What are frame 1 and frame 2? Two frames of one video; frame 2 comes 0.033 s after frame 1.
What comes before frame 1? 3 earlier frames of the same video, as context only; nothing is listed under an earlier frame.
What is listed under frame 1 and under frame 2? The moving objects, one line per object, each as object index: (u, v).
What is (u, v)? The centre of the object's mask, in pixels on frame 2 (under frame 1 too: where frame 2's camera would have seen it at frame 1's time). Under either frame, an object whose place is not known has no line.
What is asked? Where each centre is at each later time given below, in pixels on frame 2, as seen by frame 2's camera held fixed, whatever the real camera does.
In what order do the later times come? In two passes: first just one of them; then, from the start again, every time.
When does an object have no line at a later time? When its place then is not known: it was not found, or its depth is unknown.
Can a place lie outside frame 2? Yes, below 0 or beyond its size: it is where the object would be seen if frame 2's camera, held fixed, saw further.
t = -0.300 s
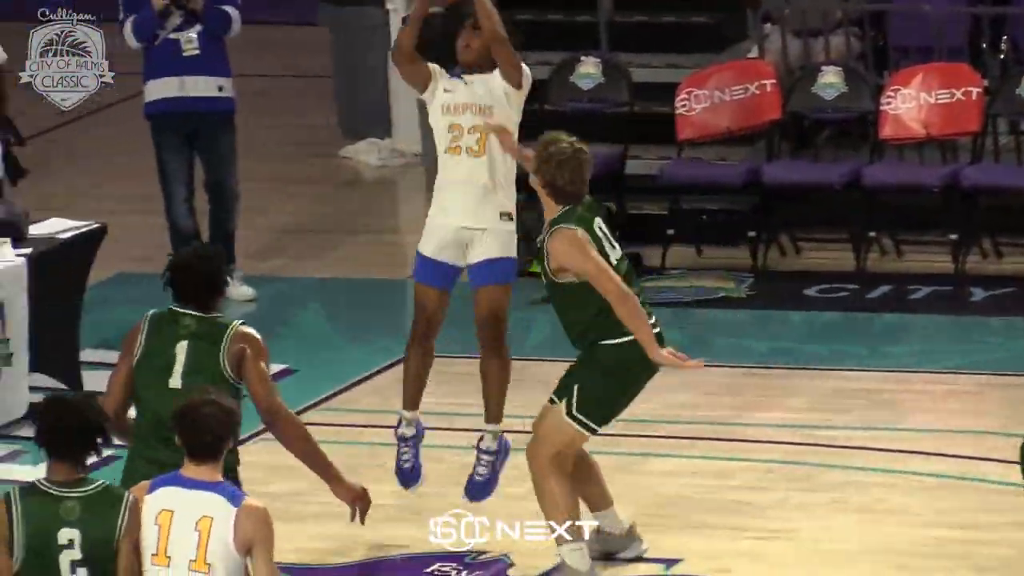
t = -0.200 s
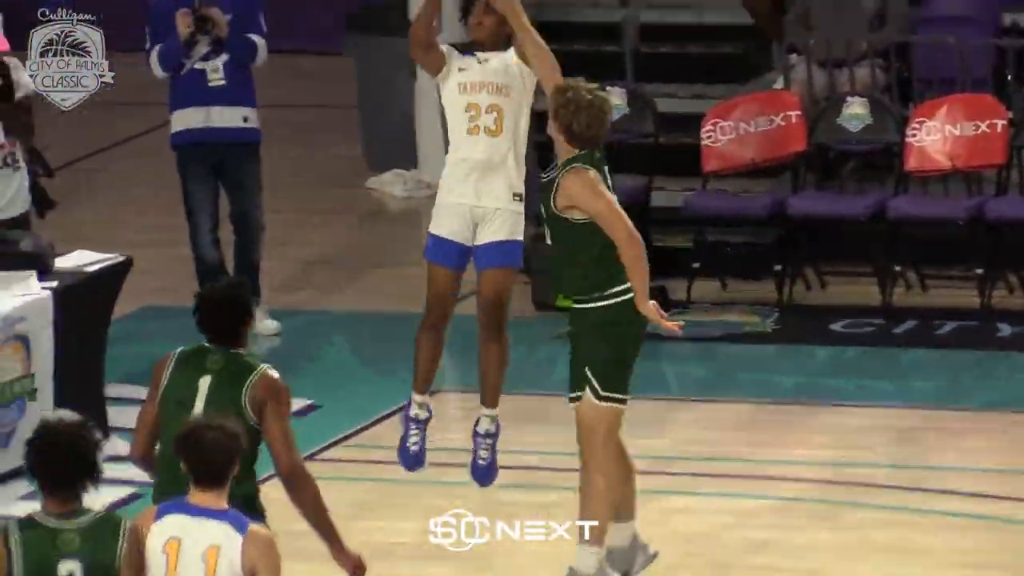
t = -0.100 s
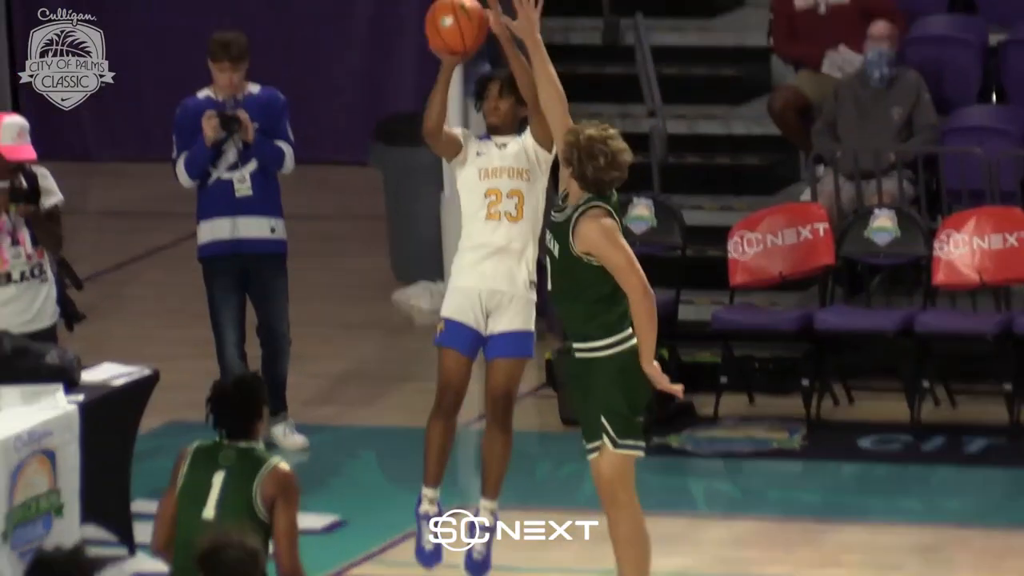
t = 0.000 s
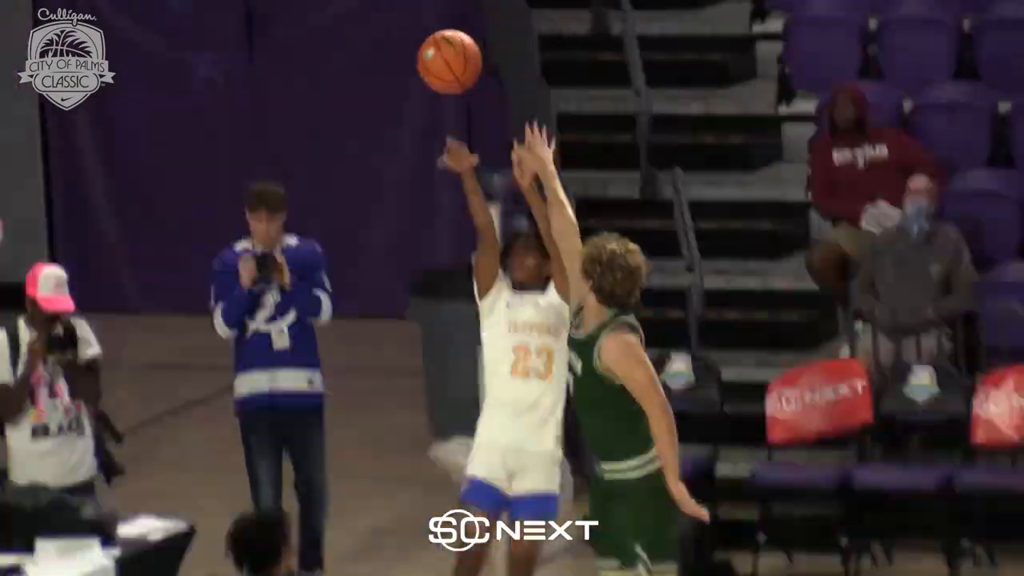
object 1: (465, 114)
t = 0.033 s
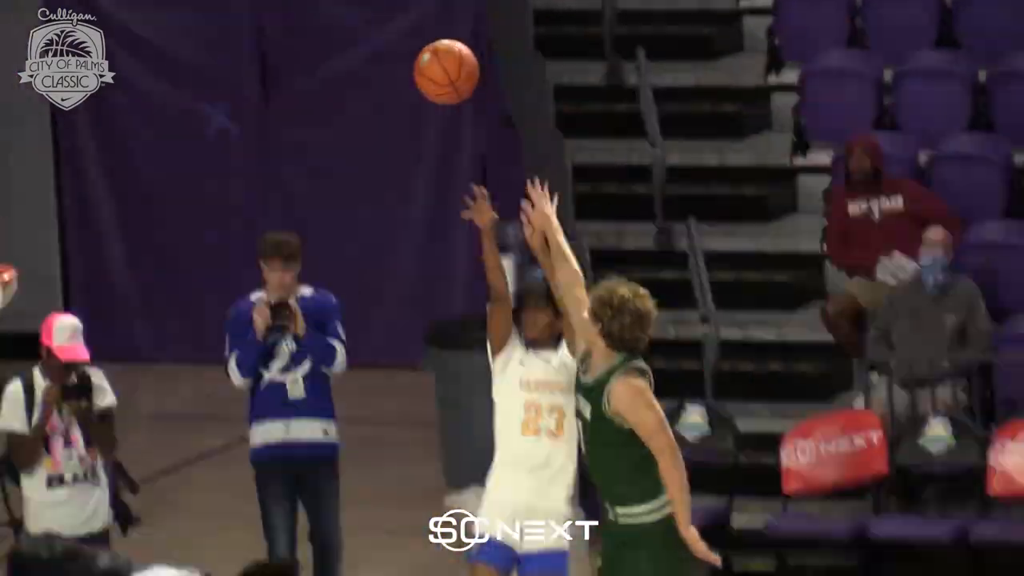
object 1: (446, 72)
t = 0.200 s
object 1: (350, -101)
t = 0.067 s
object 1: (428, 34)
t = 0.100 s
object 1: (409, -3)
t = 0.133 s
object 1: (390, -38)
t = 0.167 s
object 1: (370, -71)
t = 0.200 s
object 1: (350, -101)
